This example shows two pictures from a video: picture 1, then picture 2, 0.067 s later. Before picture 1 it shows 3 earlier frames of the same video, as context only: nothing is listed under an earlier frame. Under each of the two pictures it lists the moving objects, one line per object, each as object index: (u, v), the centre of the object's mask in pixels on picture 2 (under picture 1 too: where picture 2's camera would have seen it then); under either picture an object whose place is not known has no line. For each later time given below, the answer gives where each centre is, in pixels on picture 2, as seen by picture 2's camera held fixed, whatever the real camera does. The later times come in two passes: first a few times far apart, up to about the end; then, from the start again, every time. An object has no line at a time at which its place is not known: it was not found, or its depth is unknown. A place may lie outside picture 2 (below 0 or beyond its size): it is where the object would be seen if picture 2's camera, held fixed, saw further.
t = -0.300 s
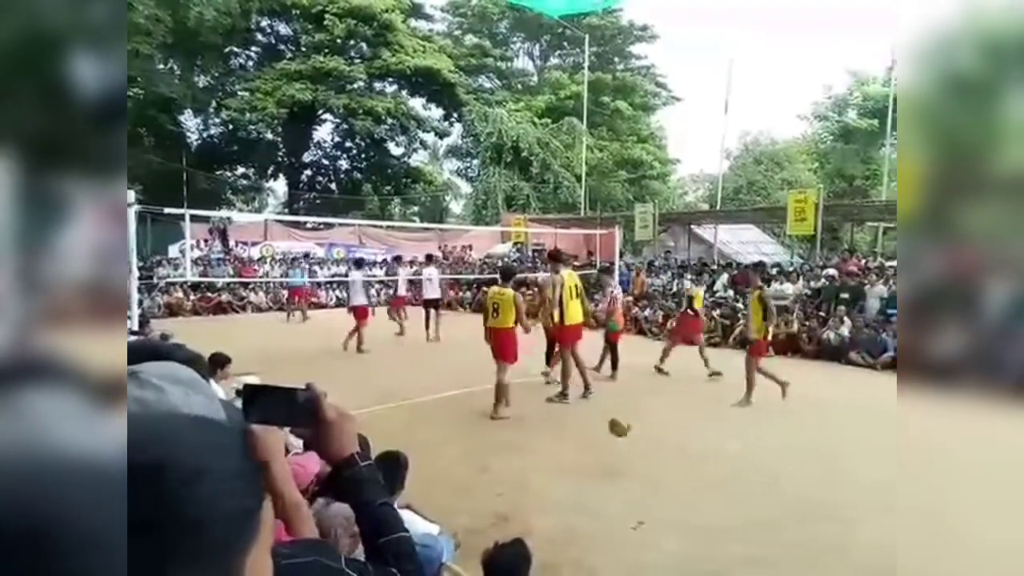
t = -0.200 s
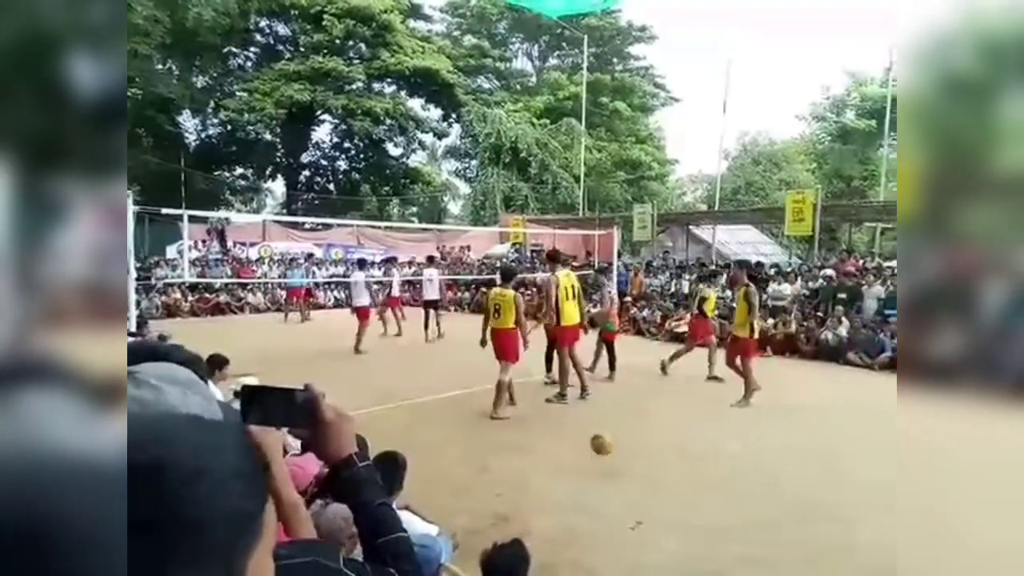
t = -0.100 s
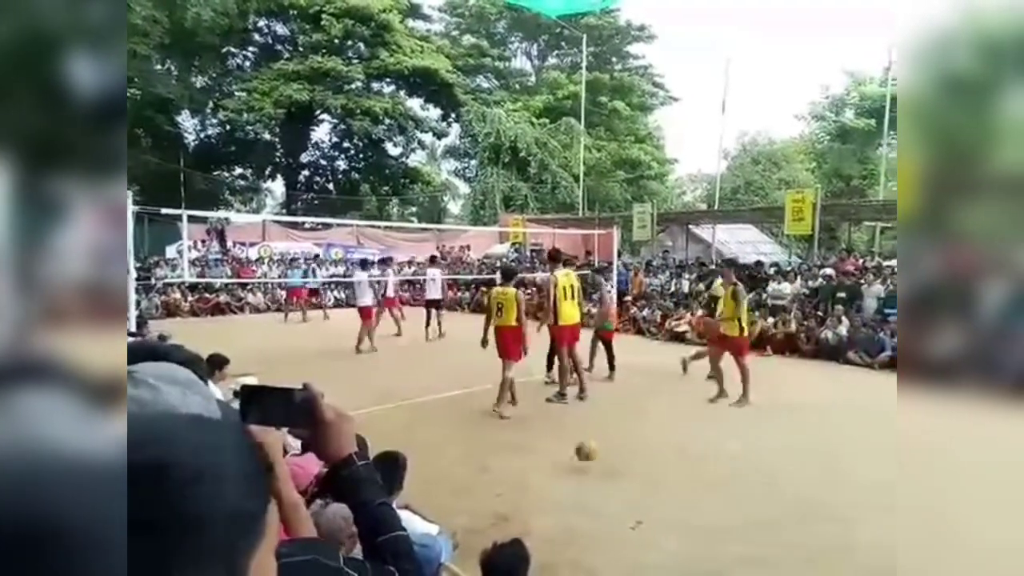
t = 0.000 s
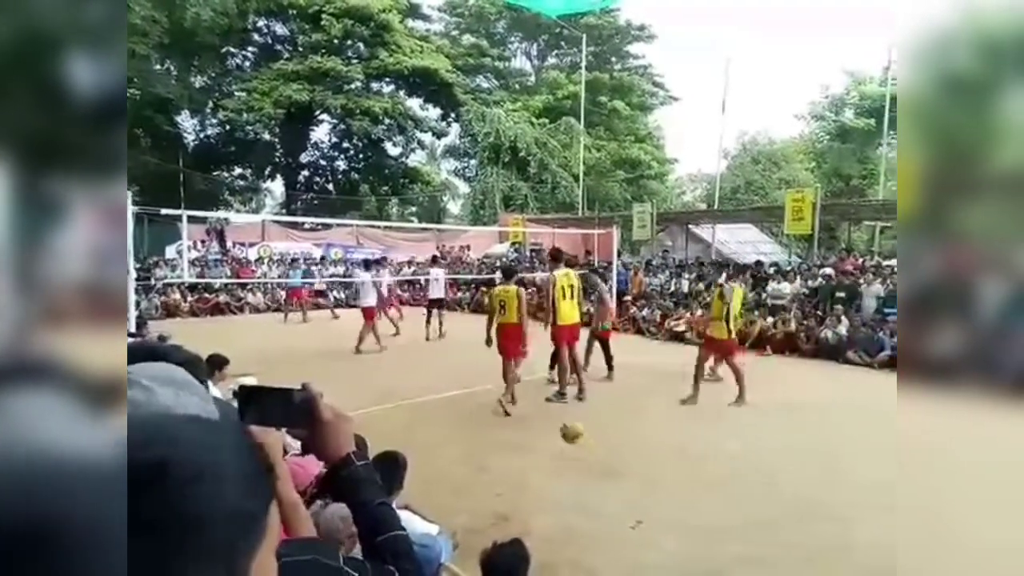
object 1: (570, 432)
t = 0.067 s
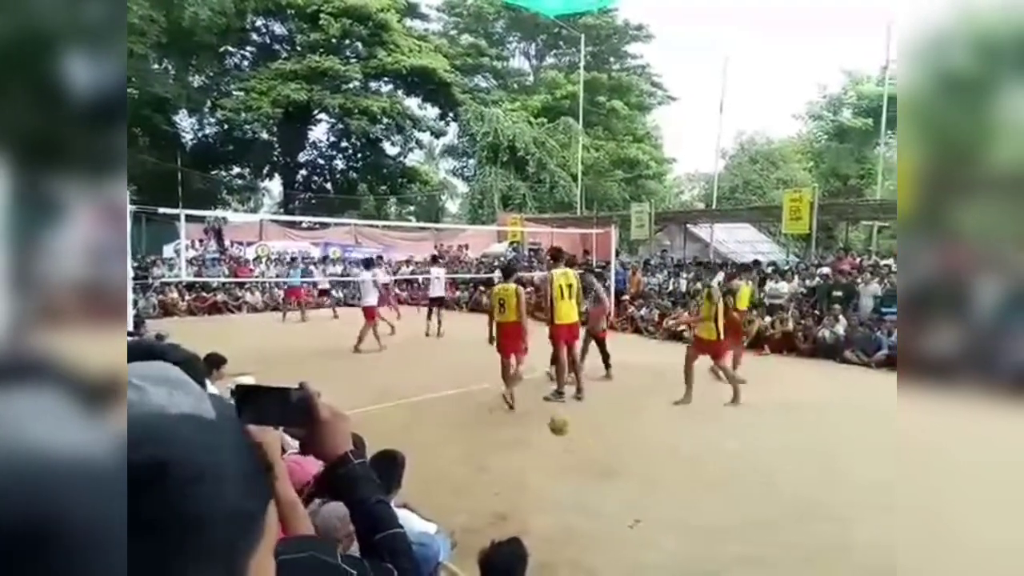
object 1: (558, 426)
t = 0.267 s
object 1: (529, 438)
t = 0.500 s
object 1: (495, 435)
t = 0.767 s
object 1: (456, 445)
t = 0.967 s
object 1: (426, 432)
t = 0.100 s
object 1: (555, 424)
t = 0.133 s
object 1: (549, 423)
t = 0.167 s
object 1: (544, 424)
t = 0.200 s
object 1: (538, 428)
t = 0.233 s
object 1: (533, 432)
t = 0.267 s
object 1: (529, 438)
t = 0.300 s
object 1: (526, 439)
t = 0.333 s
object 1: (520, 446)
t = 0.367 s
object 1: (516, 456)
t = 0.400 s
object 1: (509, 452)
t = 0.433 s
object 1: (503, 444)
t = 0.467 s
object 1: (501, 438)
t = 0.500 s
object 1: (495, 435)
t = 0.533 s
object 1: (490, 431)
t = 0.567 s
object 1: (483, 431)
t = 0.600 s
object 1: (479, 429)
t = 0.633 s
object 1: (475, 430)
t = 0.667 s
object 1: (468, 431)
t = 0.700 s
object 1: (463, 437)
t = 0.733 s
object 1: (457, 441)
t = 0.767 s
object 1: (456, 445)
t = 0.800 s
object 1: (449, 453)
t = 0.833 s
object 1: (444, 447)
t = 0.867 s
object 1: (439, 442)
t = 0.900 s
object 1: (437, 438)
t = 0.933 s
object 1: (430, 436)
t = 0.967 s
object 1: (426, 432)
